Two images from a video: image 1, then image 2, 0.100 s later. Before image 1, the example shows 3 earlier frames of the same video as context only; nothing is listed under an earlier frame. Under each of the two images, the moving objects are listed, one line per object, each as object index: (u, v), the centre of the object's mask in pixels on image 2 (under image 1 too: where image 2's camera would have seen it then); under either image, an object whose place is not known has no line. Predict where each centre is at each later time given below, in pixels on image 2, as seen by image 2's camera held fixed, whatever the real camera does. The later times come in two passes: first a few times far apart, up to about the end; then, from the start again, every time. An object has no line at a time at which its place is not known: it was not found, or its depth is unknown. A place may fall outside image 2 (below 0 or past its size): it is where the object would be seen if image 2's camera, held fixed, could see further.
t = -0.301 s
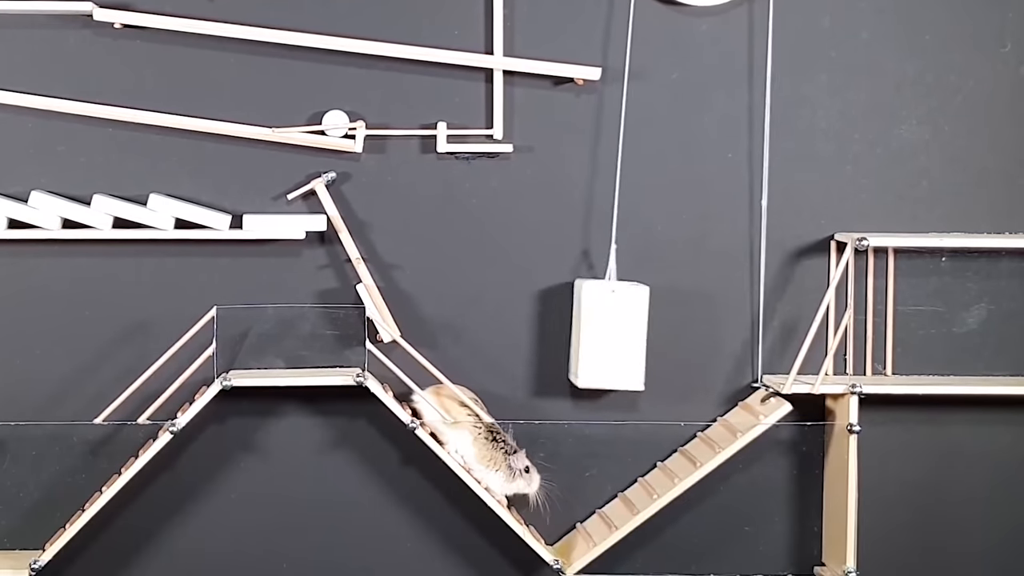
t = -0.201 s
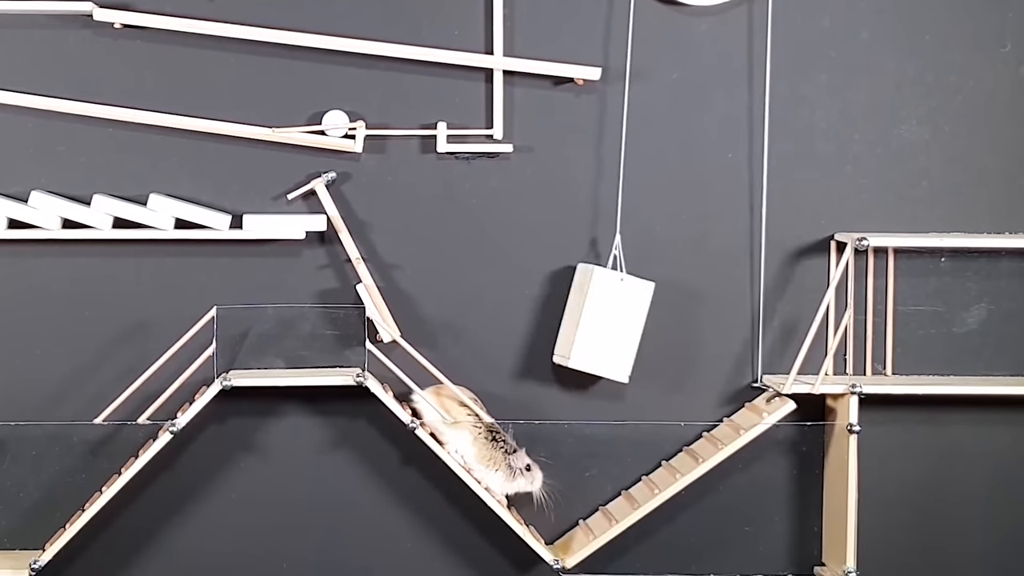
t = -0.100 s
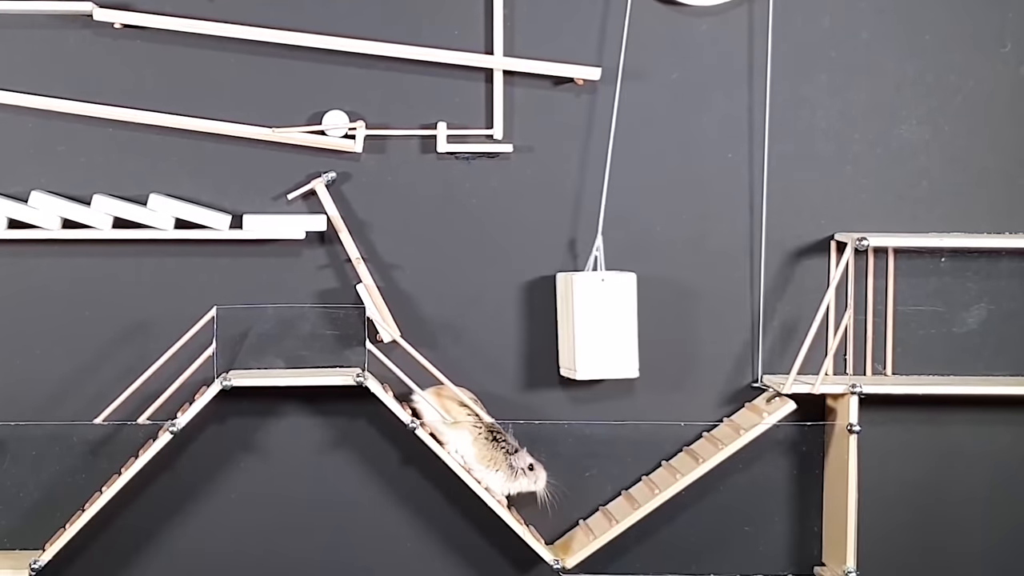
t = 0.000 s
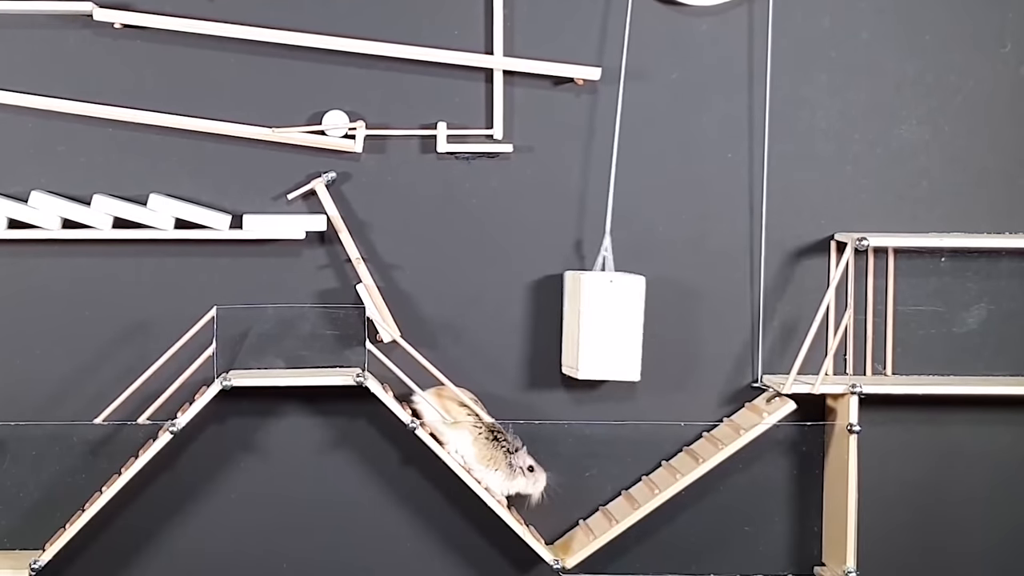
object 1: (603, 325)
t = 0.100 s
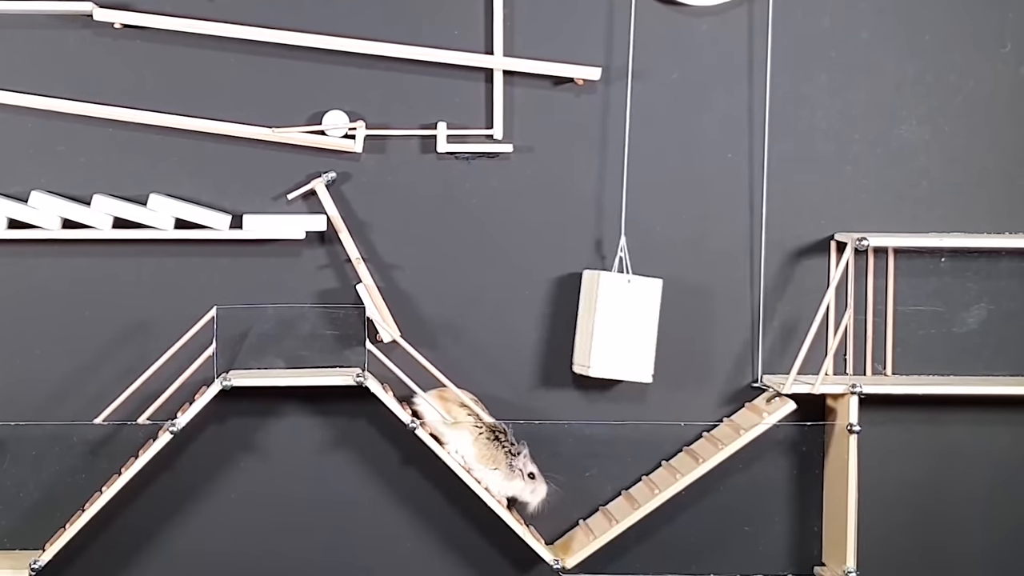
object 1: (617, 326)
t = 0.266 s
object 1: (649, 325)
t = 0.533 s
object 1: (660, 325)
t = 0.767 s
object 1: (621, 326)
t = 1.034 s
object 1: (611, 326)
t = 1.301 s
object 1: (655, 326)
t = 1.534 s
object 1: (654, 326)
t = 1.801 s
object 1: (611, 325)
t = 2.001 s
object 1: (614, 326)
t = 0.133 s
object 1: (622, 326)
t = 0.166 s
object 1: (629, 325)
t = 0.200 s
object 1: (633, 325)
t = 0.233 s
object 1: (641, 326)
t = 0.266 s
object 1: (649, 325)
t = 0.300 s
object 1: (654, 326)
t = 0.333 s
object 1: (658, 325)
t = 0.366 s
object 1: (659, 325)
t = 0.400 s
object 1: (663, 325)
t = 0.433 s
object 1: (666, 325)
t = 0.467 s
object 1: (666, 325)
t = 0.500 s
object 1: (664, 325)
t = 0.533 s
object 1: (660, 325)
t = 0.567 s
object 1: (656, 326)
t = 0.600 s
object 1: (652, 326)
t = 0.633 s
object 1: (647, 326)
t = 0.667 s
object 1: (640, 326)
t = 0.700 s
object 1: (632, 326)
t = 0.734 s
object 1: (626, 326)
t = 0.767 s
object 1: (621, 326)
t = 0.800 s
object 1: (616, 326)
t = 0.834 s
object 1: (612, 326)
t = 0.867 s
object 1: (607, 325)
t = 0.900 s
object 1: (605, 325)
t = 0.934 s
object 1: (605, 325)
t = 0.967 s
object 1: (607, 325)
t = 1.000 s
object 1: (609, 325)
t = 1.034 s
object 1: (611, 326)
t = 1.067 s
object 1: (615, 325)
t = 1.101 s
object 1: (620, 326)
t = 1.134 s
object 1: (627, 326)
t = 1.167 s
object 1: (634, 326)
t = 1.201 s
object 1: (639, 326)
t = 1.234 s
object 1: (644, 326)
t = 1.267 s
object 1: (650, 326)
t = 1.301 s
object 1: (655, 326)
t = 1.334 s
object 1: (659, 325)
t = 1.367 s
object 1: (661, 325)
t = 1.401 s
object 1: (662, 325)
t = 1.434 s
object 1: (661, 325)
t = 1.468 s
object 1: (661, 325)
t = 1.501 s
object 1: (658, 325)
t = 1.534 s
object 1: (654, 326)
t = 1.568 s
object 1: (648, 326)
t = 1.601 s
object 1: (643, 326)
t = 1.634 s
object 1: (637, 326)
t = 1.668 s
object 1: (631, 326)
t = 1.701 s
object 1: (625, 326)
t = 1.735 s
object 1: (619, 326)
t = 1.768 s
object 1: (614, 326)
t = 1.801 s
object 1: (611, 325)
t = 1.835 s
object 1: (608, 325)
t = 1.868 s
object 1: (607, 325)
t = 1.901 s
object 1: (606, 325)
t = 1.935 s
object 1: (607, 325)
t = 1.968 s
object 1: (610, 325)
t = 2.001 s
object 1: (614, 326)
